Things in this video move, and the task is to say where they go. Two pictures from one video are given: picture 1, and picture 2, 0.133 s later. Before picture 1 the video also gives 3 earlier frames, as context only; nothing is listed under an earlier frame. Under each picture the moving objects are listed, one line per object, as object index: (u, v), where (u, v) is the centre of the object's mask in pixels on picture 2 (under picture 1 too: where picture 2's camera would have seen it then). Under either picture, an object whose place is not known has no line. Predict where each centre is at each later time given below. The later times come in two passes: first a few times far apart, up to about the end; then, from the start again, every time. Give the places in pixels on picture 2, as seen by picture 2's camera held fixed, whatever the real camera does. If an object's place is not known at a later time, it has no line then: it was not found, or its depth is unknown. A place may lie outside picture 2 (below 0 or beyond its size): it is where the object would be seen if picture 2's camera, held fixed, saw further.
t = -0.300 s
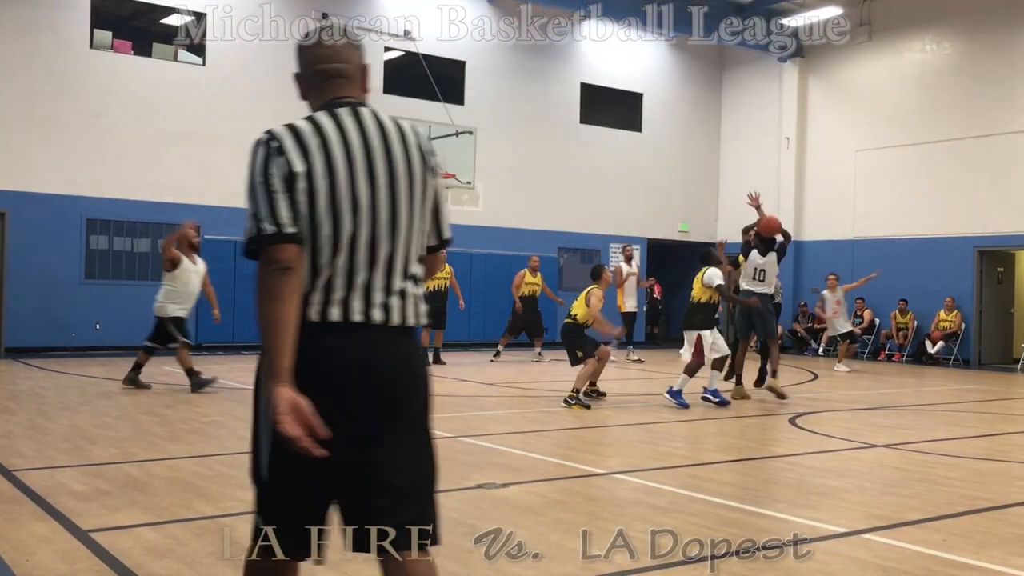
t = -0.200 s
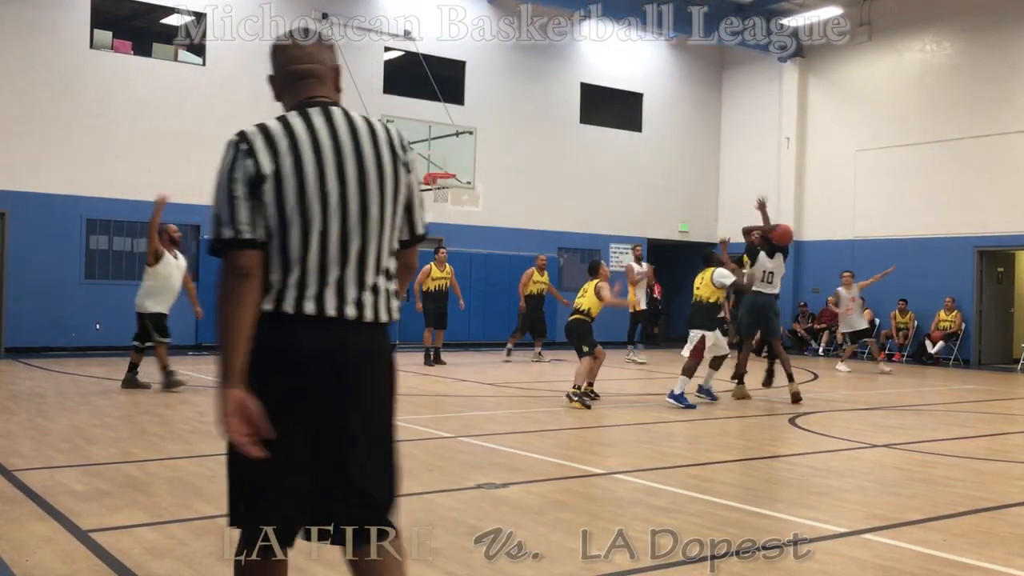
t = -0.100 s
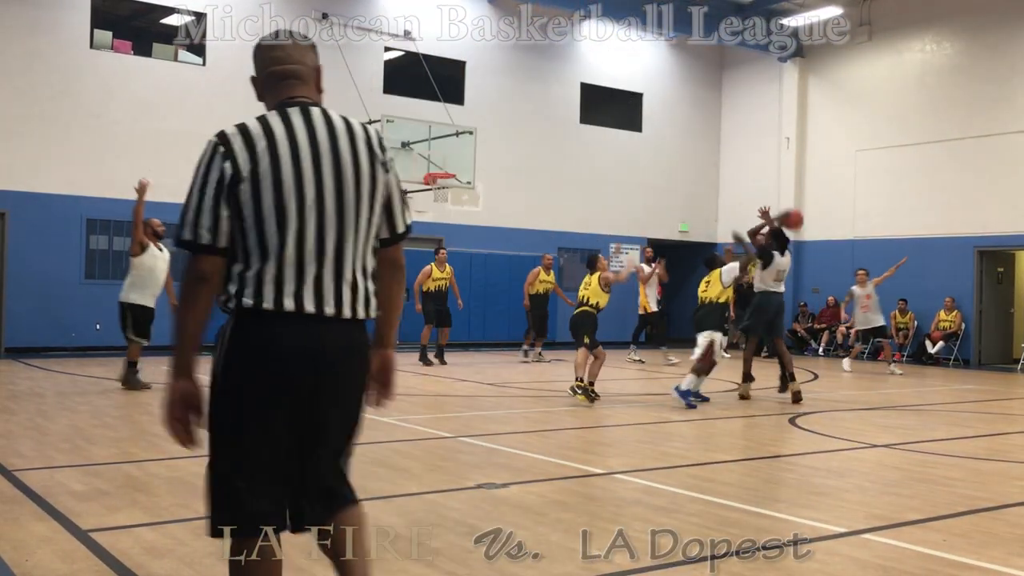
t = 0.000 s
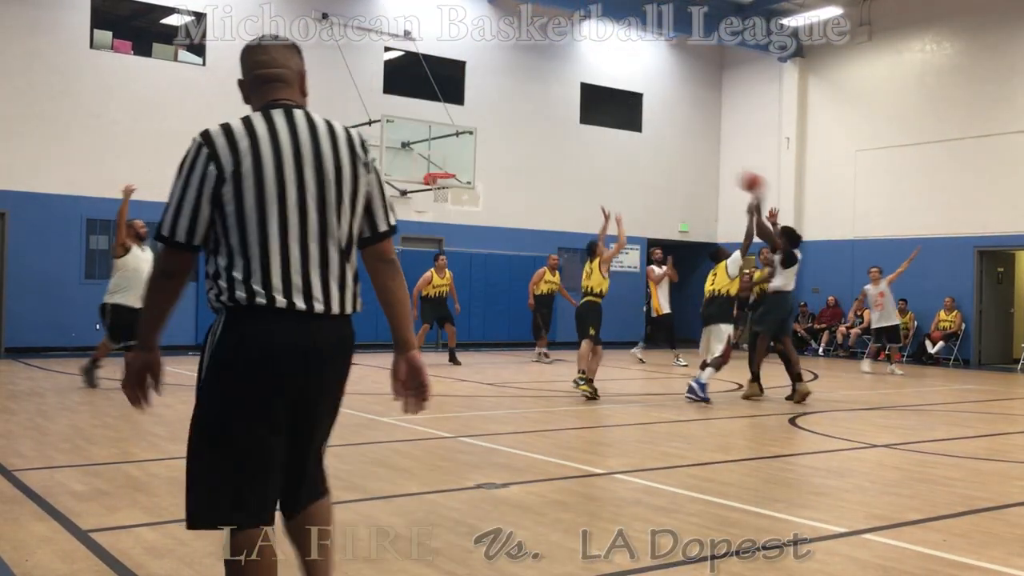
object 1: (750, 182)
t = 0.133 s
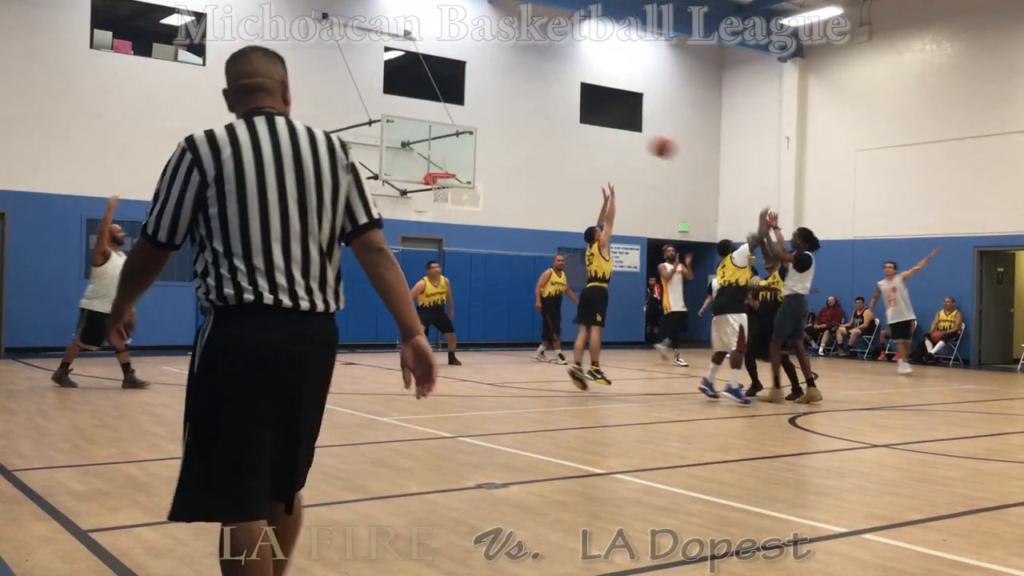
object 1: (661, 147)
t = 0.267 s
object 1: (573, 128)
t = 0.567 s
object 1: (379, 141)
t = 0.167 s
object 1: (640, 141)
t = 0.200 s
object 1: (617, 135)
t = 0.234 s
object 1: (596, 131)
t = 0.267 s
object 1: (573, 128)
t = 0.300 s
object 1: (552, 125)
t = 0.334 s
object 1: (530, 124)
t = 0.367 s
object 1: (508, 124)
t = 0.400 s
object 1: (486, 124)
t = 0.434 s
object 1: (465, 125)
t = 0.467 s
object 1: (442, 127)
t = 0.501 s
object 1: (419, 131)
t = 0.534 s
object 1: (400, 136)
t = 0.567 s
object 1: (379, 141)
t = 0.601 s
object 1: (357, 148)
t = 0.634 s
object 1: (335, 155)
